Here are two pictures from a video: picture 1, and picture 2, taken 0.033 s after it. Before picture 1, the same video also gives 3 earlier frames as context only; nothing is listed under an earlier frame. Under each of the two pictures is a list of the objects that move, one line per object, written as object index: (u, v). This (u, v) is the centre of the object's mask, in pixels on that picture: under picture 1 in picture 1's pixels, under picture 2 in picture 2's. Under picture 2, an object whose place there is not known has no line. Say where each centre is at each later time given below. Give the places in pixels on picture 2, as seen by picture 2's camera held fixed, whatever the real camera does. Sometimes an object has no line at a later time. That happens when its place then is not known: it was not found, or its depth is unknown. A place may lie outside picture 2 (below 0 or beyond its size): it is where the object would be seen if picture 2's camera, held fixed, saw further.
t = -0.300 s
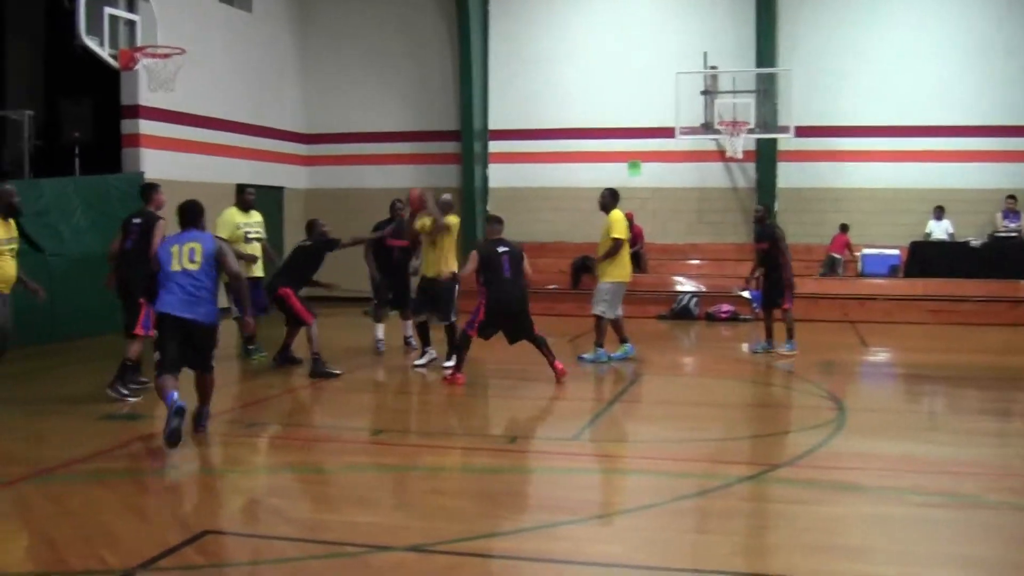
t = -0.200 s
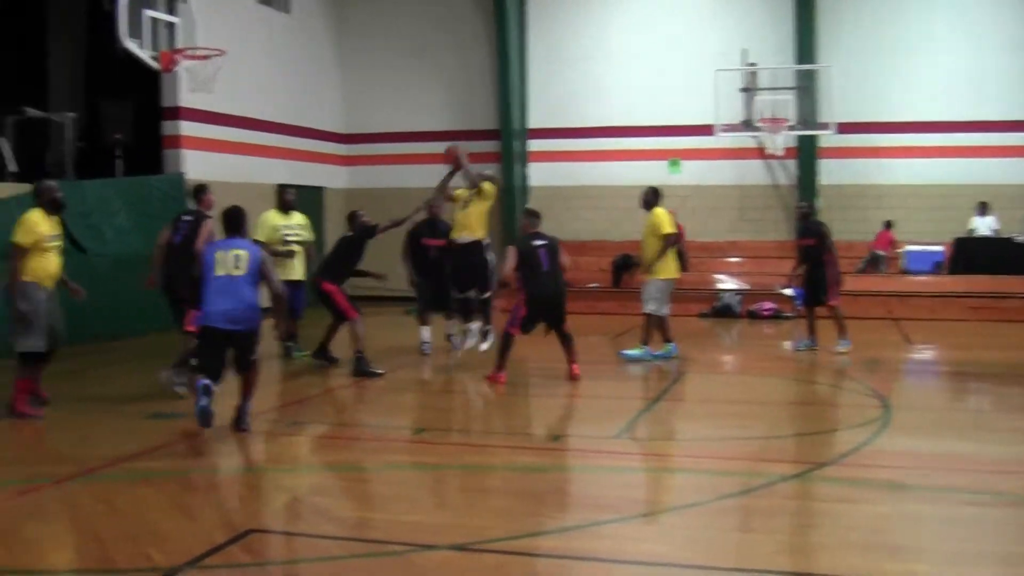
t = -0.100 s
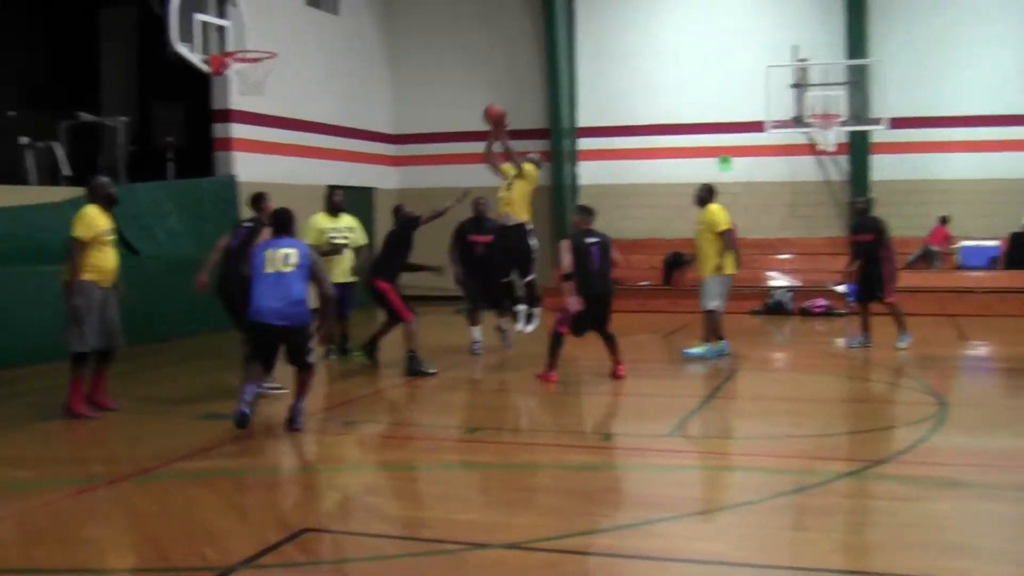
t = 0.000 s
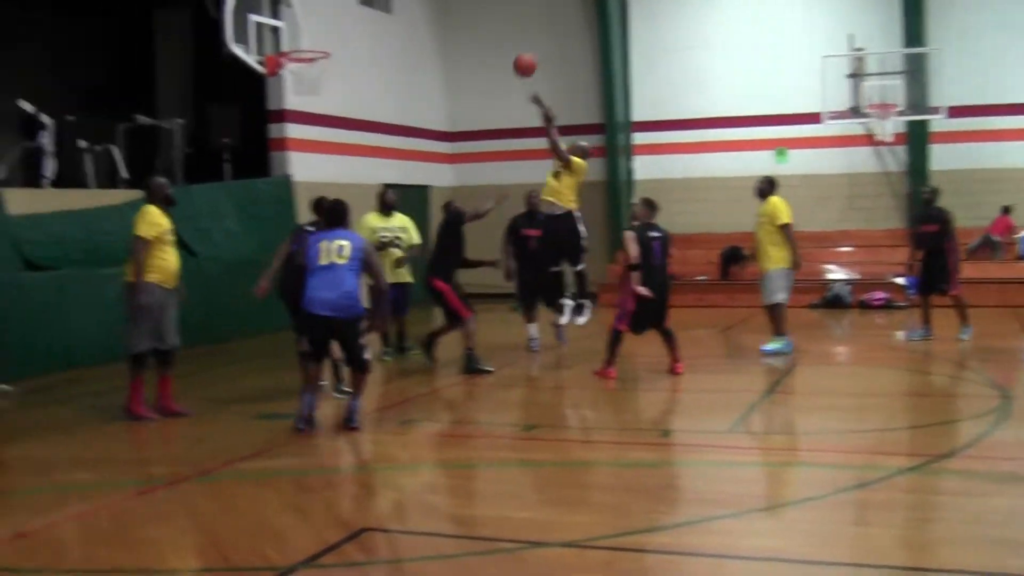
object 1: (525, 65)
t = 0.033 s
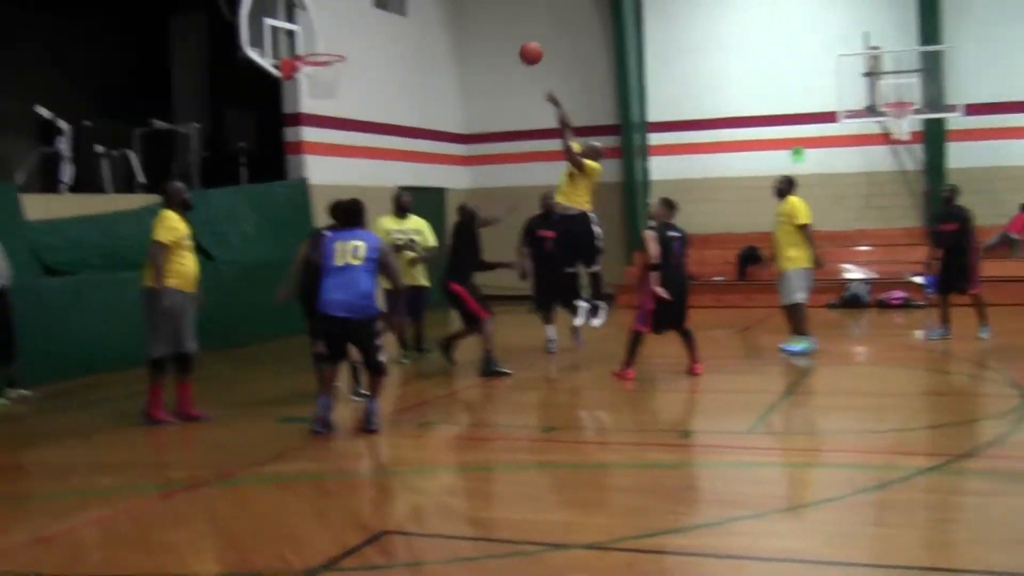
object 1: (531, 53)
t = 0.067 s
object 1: (522, 41)
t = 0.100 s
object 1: (514, 30)
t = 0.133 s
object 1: (506, 19)
